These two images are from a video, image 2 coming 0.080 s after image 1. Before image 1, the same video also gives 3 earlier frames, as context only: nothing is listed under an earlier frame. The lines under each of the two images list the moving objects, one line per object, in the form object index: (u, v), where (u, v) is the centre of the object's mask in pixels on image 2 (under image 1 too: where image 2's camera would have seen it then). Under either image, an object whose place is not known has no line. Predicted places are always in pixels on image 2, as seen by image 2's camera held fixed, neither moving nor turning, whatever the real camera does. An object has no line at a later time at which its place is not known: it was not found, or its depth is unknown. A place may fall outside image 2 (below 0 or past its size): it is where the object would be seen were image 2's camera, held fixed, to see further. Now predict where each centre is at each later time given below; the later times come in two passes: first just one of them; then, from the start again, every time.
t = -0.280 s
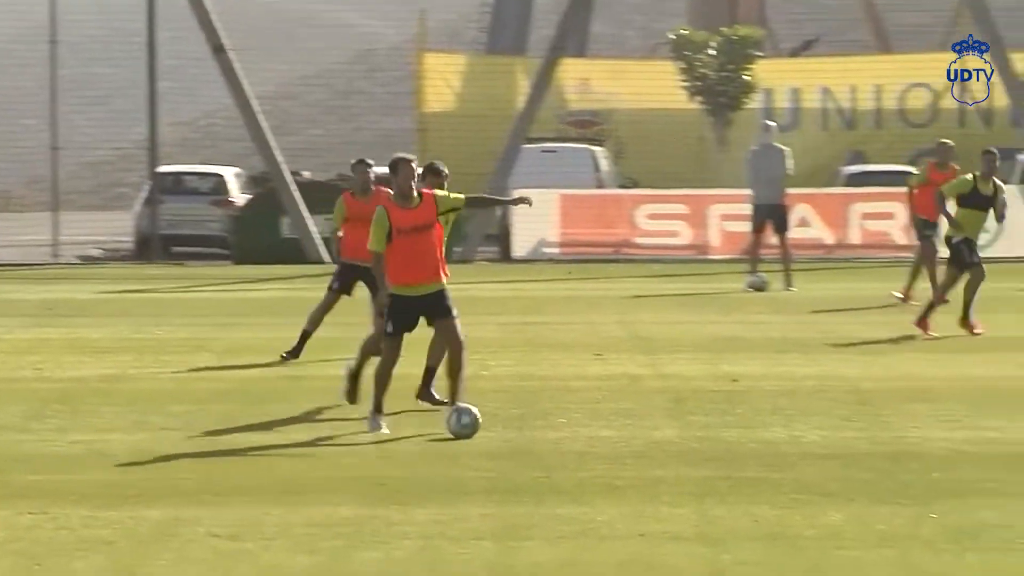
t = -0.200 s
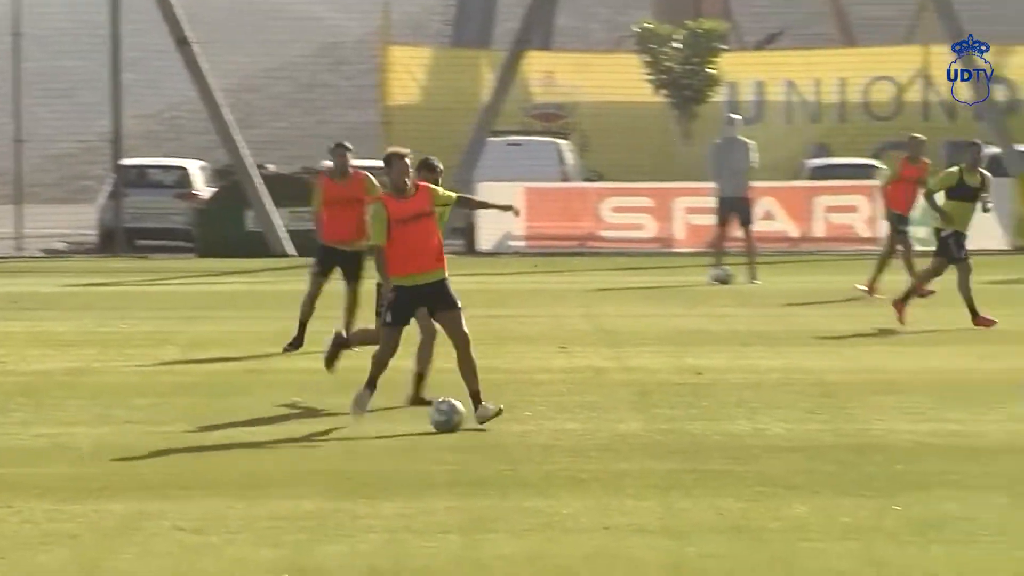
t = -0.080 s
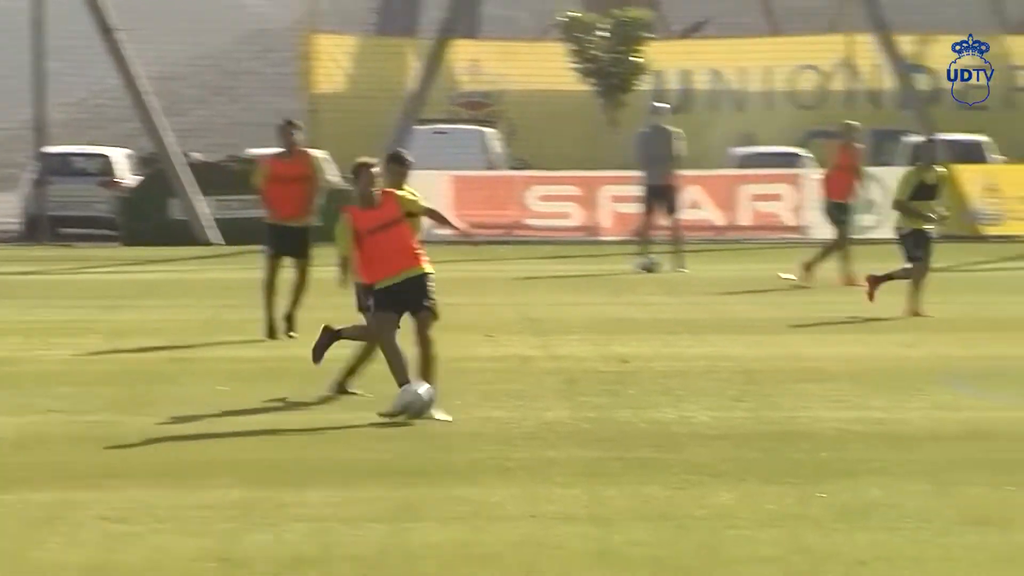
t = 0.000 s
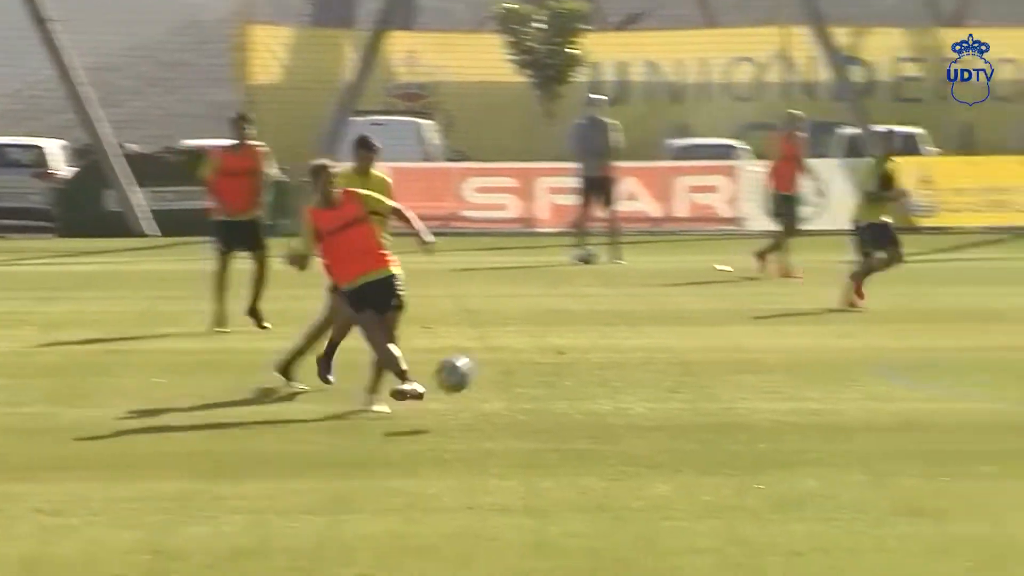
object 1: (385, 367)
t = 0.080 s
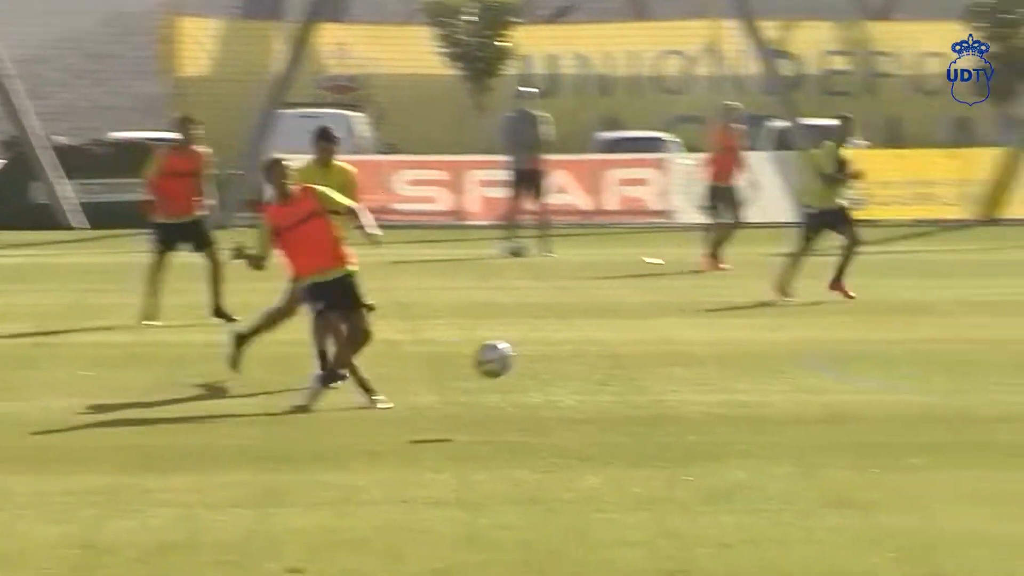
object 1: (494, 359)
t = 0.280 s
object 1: (802, 391)
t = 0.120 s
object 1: (551, 360)
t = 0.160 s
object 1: (610, 363)
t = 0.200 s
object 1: (672, 369)
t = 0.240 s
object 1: (736, 378)
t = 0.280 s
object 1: (802, 391)
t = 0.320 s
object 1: (872, 406)
